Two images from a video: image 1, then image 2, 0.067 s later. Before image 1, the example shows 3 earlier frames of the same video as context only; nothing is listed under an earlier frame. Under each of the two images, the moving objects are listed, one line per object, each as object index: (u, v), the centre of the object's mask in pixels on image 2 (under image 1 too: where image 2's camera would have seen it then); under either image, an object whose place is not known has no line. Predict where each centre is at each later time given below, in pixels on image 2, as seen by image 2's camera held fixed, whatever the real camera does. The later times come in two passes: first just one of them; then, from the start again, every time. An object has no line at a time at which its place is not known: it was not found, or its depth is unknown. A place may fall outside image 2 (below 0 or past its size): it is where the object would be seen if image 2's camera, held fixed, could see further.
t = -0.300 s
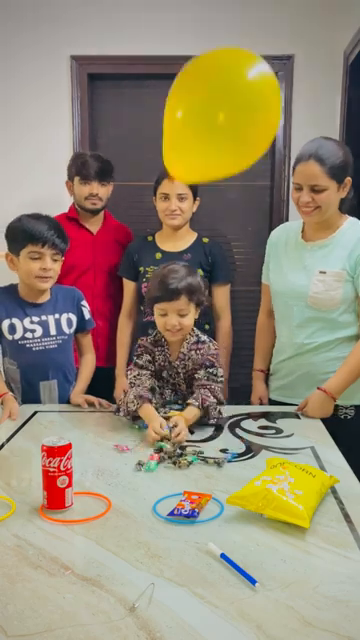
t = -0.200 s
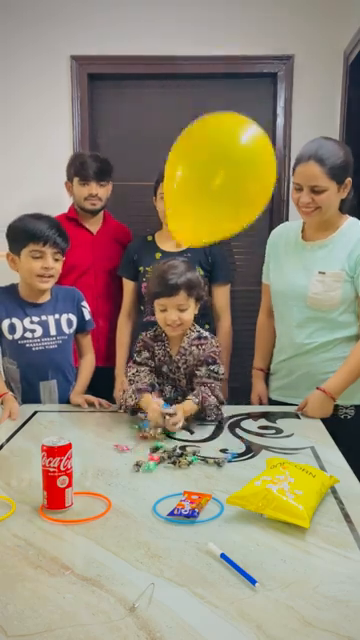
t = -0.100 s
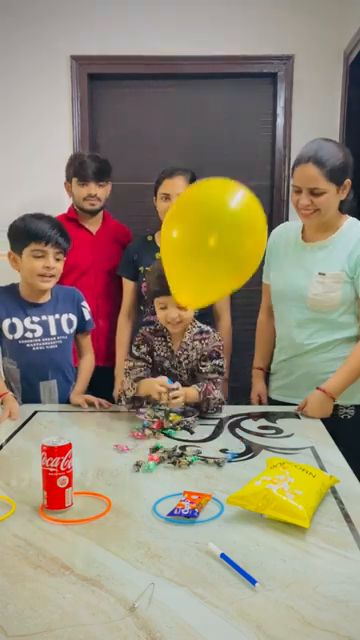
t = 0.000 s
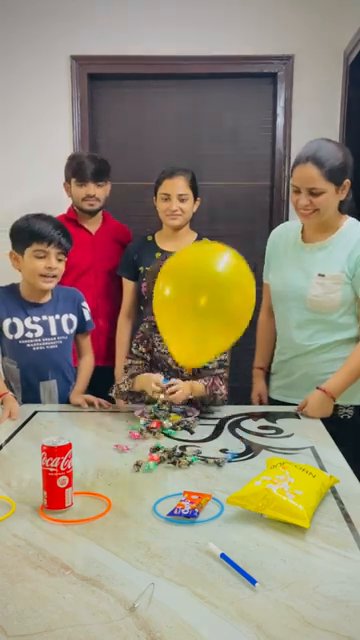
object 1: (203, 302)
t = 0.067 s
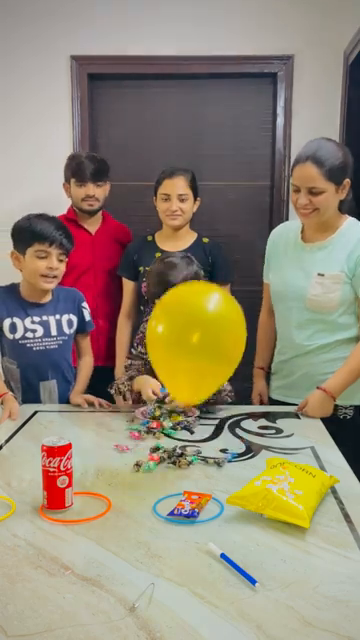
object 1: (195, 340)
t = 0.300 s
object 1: (146, 398)
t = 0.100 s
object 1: (191, 358)
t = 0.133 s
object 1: (186, 376)
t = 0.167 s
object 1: (181, 394)
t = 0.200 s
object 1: (176, 411)
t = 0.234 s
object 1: (168, 416)
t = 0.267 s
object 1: (156, 407)
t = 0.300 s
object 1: (146, 398)
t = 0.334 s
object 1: (136, 391)
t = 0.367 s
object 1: (126, 383)
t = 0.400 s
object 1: (117, 376)
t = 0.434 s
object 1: (108, 370)
